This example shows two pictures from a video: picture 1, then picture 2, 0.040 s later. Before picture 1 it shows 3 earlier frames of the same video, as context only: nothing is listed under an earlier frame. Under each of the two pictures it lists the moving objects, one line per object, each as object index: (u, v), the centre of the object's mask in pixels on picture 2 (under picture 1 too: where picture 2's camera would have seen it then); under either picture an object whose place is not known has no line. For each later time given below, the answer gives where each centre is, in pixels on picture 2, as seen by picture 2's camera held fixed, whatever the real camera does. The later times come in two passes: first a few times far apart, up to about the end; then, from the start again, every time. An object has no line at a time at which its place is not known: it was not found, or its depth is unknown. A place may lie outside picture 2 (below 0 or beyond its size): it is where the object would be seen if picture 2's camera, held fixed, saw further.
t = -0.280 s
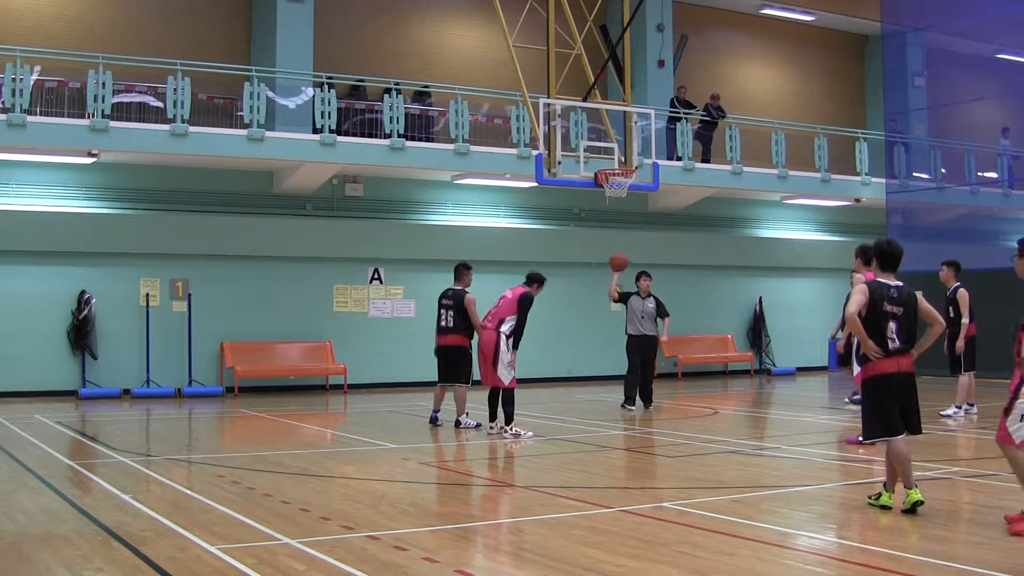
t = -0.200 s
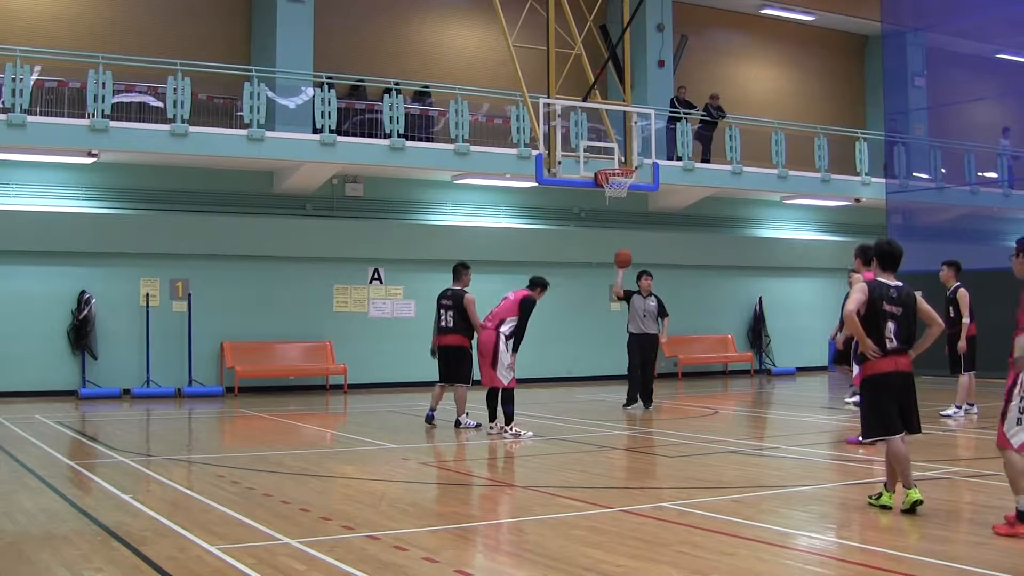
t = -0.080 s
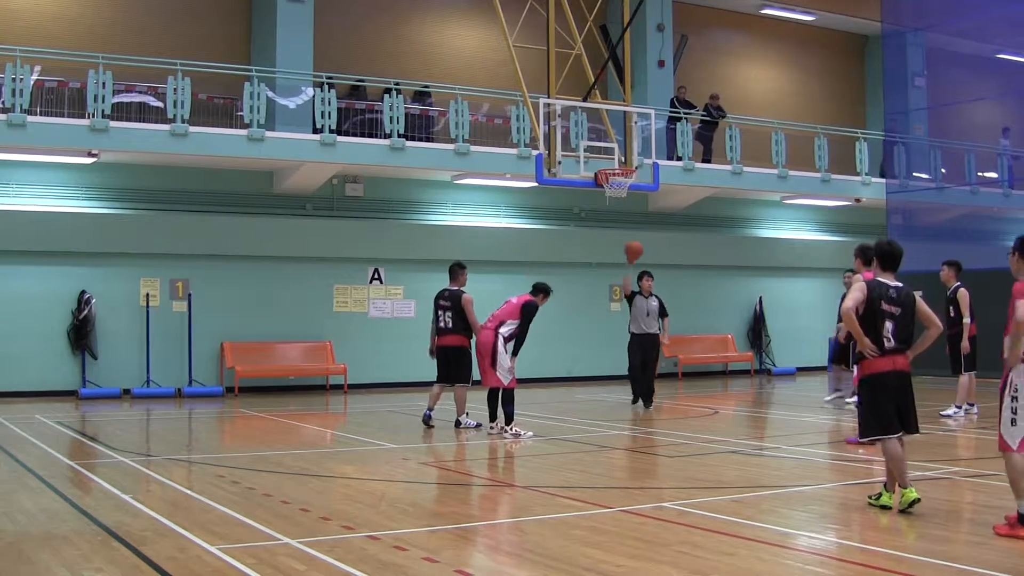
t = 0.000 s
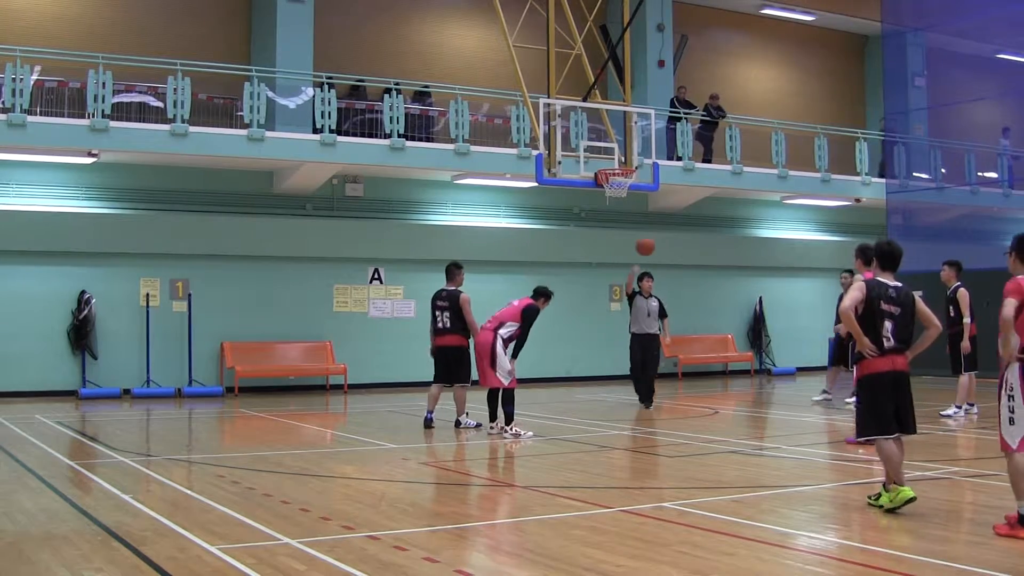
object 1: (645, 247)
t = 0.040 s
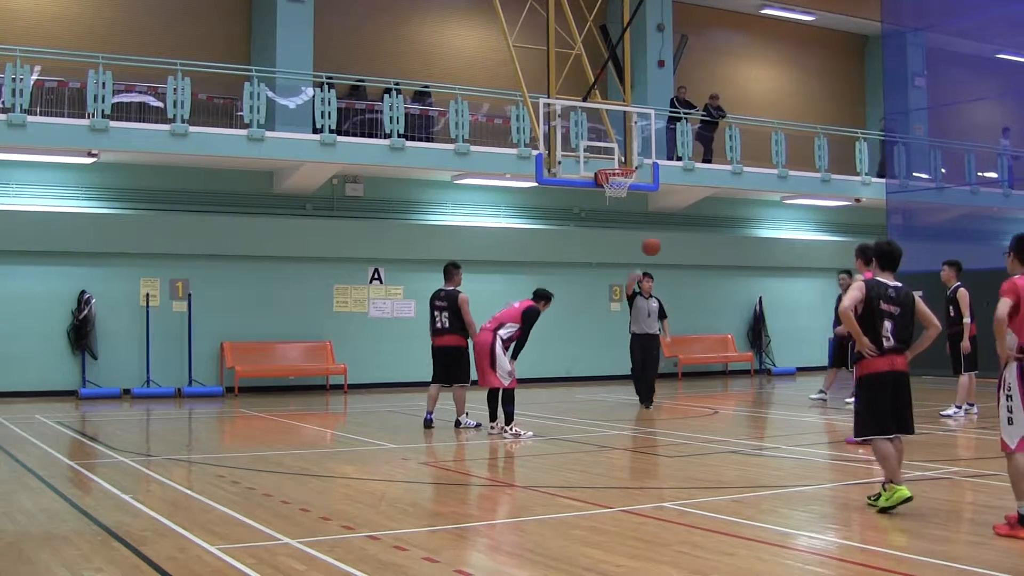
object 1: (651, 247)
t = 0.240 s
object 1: (682, 264)
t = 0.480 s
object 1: (726, 335)
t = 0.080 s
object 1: (657, 247)
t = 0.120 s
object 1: (664, 250)
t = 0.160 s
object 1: (669, 253)
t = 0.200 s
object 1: (675, 259)
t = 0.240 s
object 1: (682, 264)
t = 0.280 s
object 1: (690, 273)
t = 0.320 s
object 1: (696, 283)
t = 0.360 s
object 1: (704, 294)
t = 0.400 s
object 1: (711, 305)
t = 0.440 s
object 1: (718, 320)
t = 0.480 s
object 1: (726, 335)
